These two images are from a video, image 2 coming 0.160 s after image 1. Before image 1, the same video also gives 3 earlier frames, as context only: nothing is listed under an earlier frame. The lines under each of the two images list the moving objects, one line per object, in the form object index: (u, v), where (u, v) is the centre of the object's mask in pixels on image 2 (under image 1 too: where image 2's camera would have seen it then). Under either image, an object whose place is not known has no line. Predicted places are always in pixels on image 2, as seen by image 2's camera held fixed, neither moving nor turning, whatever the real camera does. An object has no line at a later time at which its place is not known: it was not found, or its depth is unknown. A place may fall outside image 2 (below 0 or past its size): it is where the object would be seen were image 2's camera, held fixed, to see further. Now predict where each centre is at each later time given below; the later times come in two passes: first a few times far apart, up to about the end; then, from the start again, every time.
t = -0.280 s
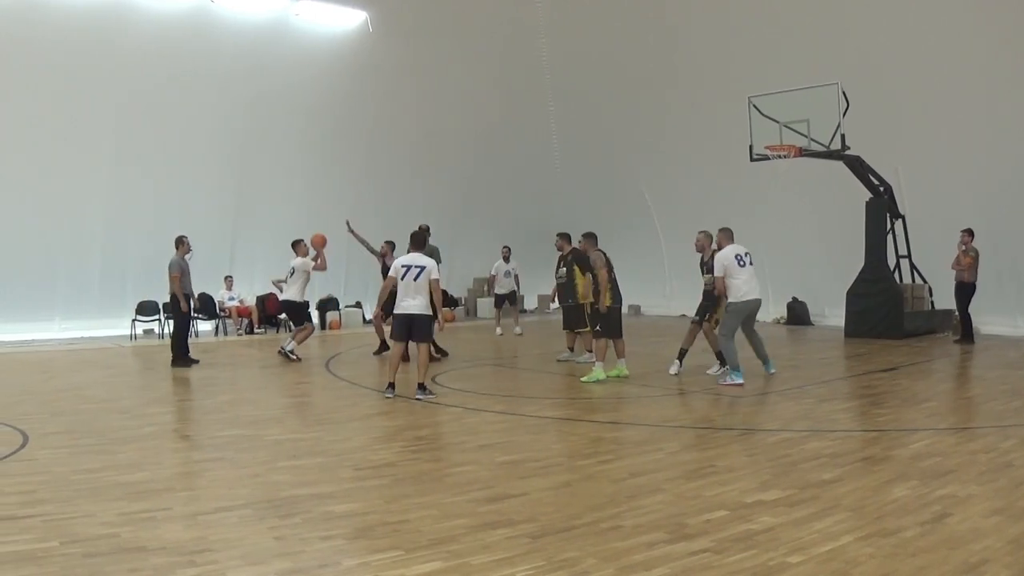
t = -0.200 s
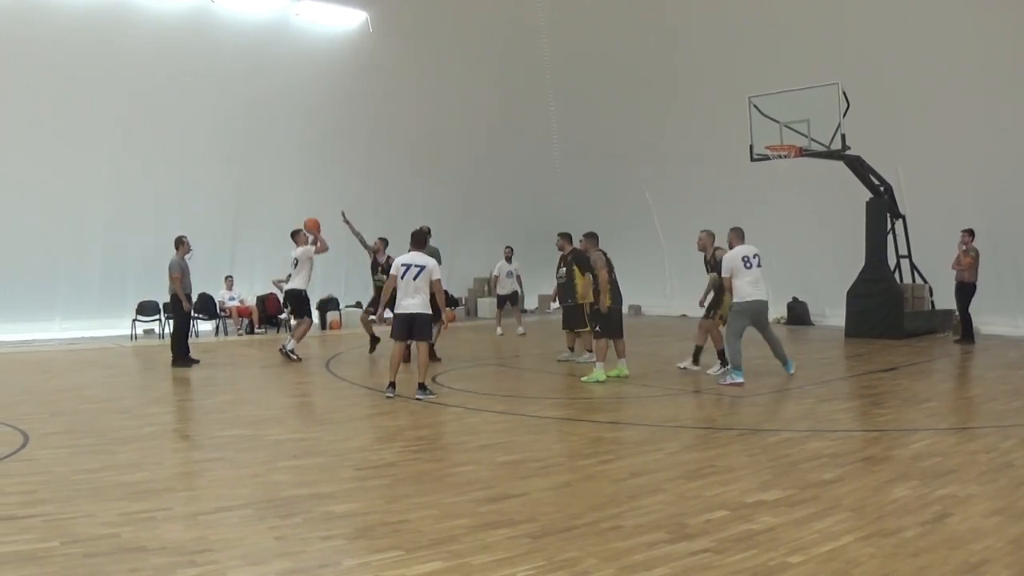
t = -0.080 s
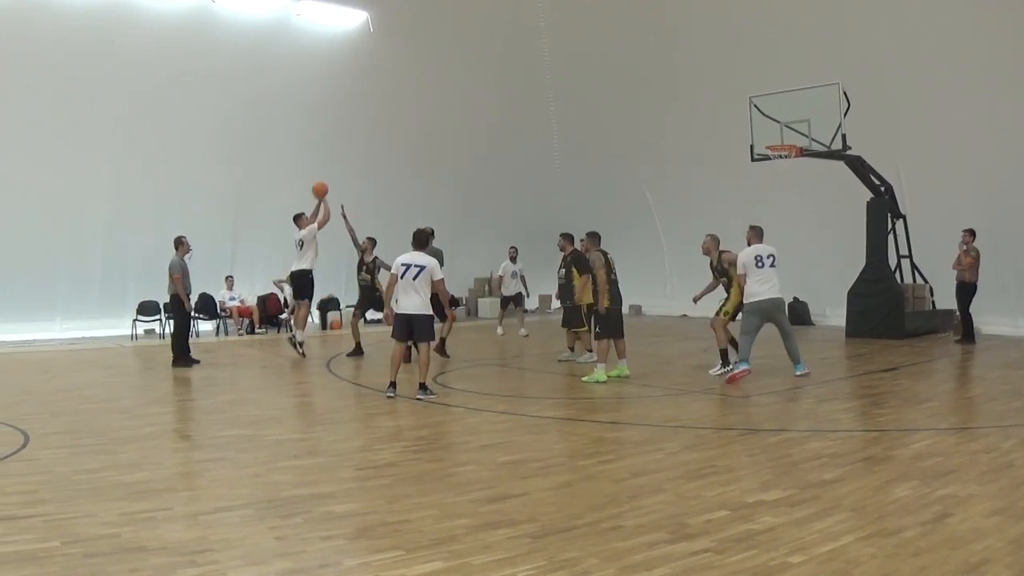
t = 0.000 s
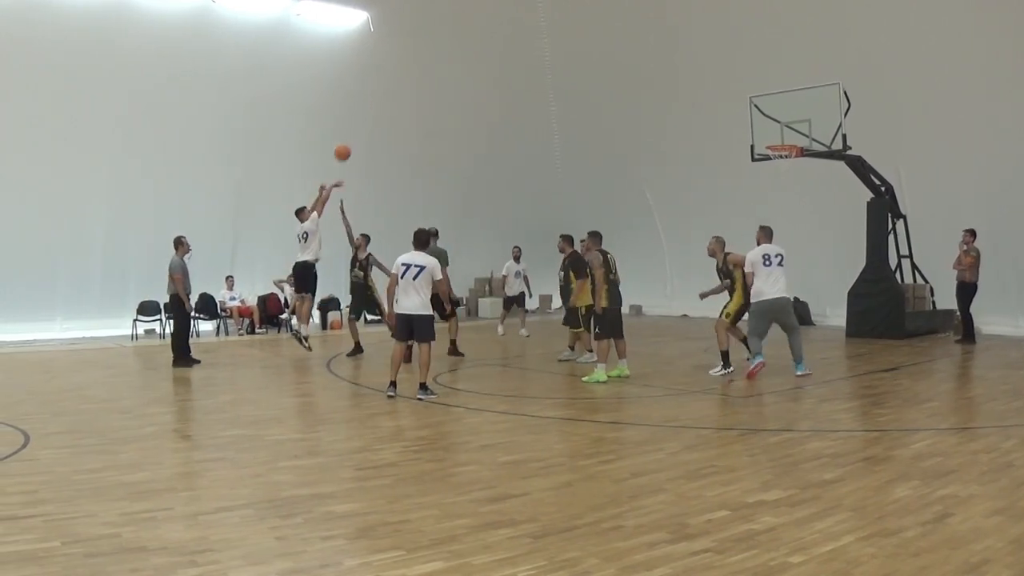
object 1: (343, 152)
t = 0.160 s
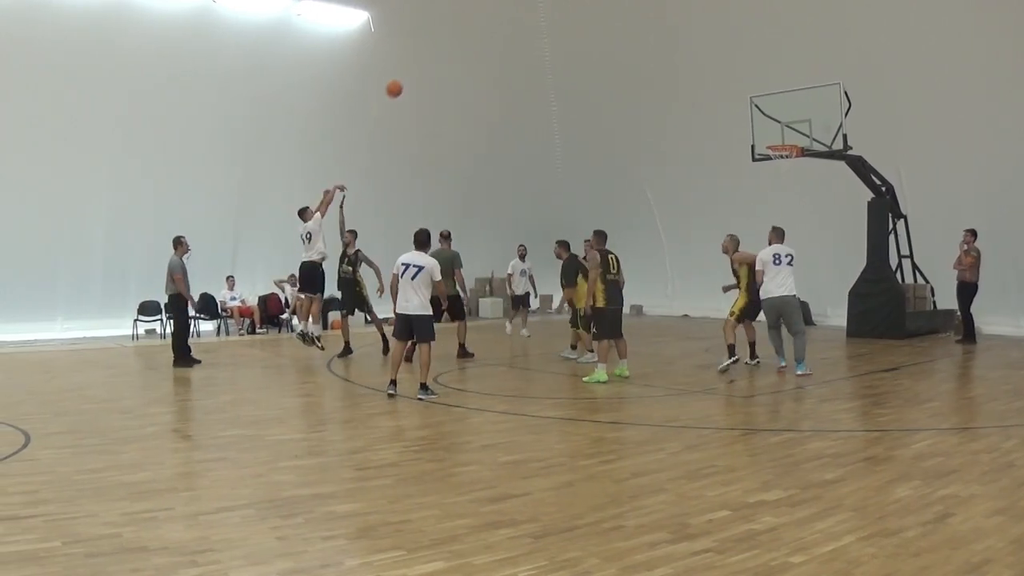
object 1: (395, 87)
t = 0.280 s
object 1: (438, 51)
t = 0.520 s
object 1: (514, 6)
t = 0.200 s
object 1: (408, 75)
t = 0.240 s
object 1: (426, 62)
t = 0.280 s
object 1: (438, 51)
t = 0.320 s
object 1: (451, 41)
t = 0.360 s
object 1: (459, 33)
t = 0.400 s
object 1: (477, 23)
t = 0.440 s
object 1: (489, 18)
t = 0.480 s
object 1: (501, 12)
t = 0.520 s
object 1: (514, 6)
